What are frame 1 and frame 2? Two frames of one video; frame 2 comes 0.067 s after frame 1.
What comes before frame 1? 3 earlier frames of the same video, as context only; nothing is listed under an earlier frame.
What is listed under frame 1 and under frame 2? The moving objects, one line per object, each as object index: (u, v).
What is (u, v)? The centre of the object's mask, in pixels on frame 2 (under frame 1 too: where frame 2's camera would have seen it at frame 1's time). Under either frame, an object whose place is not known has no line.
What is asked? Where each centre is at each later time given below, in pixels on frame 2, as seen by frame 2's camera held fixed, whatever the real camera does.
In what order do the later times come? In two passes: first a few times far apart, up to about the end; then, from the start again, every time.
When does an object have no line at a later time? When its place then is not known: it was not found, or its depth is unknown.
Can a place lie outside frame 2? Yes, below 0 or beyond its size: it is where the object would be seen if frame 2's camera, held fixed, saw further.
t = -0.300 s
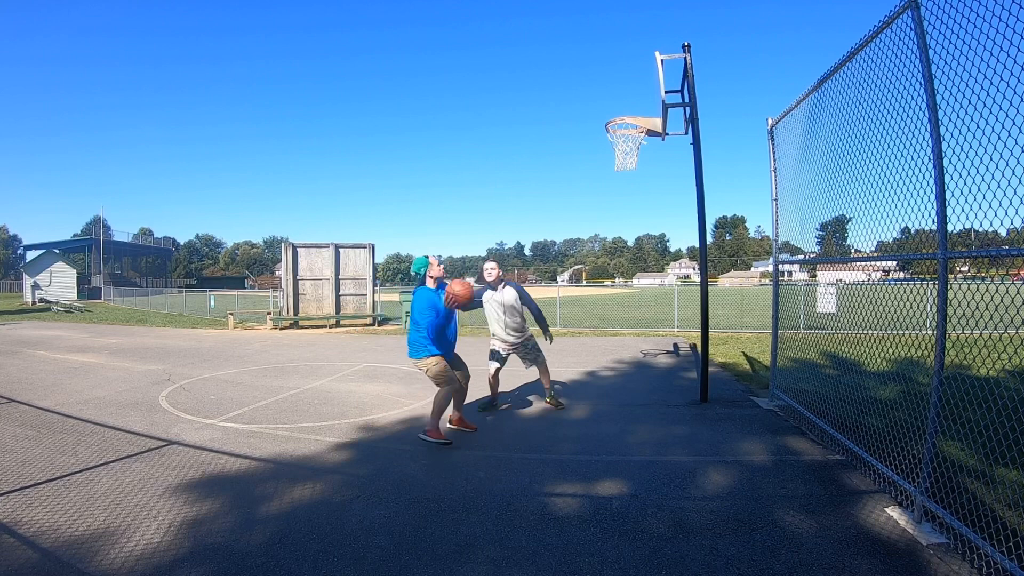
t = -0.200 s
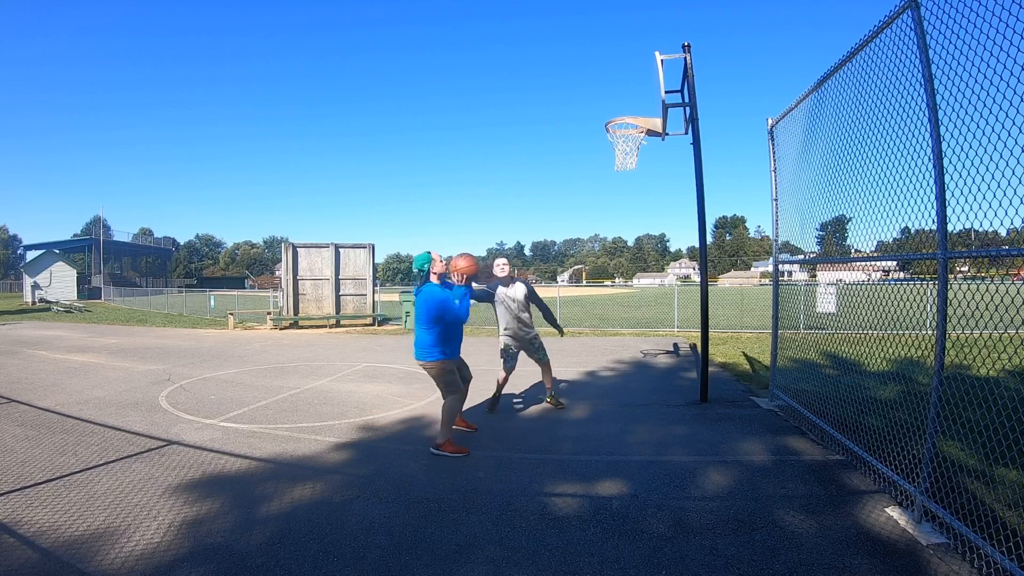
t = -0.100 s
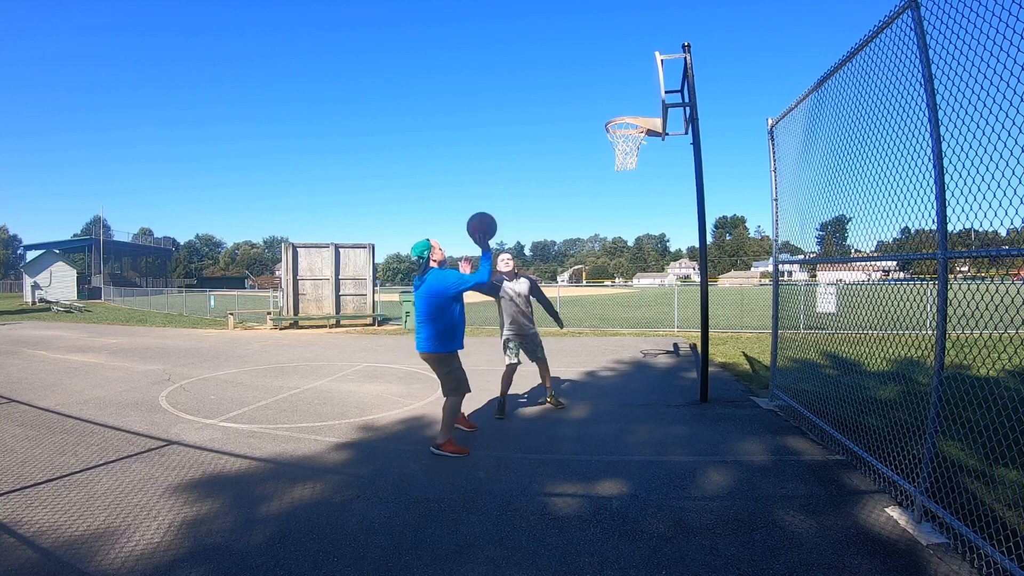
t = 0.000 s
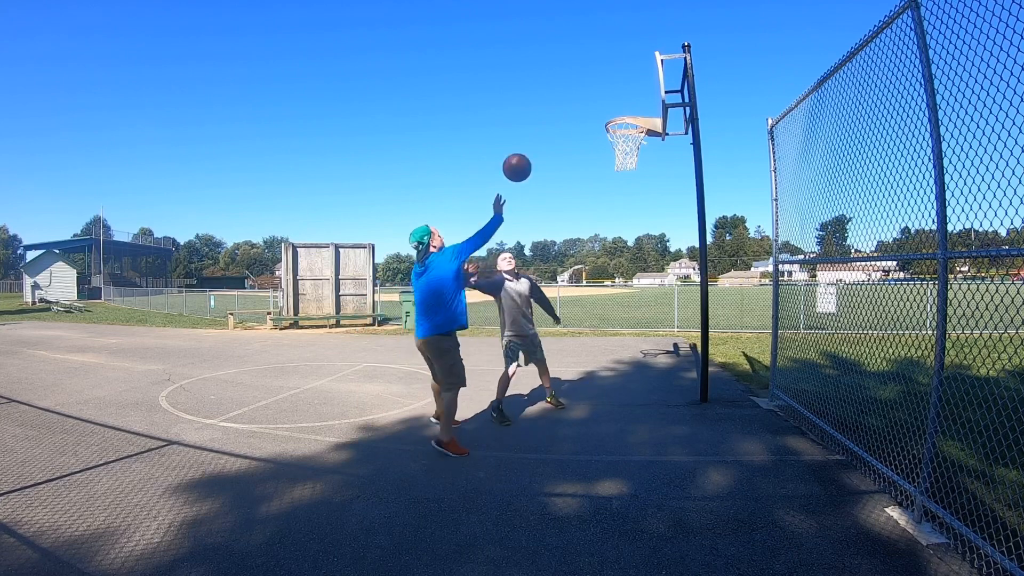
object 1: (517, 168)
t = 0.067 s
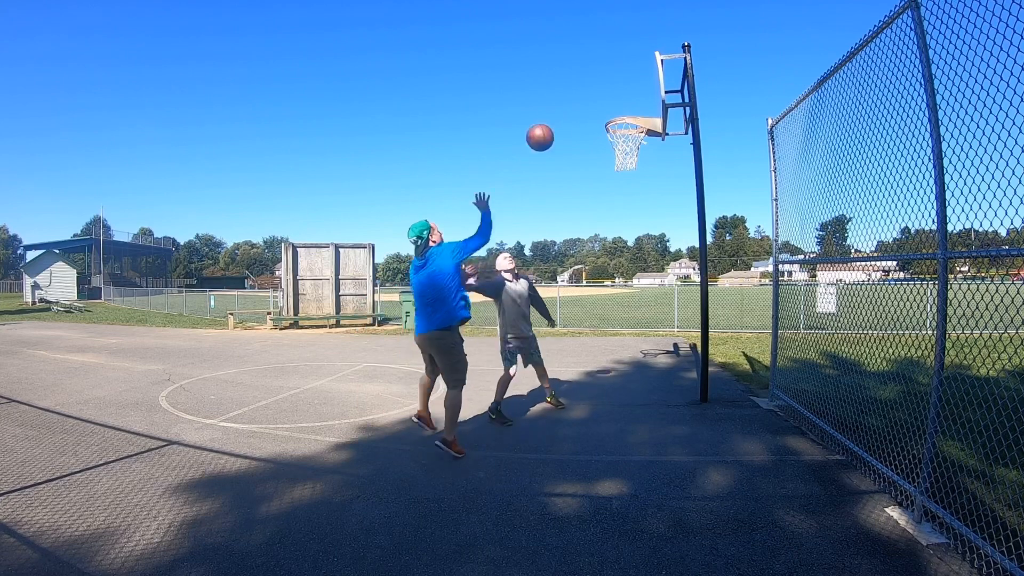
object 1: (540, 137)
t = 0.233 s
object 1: (589, 94)
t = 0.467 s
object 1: (645, 86)
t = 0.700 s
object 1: (614, 116)
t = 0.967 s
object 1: (621, 97)
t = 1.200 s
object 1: (628, 127)
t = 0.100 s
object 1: (551, 125)
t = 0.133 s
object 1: (561, 115)
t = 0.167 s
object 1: (571, 107)
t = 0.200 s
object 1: (580, 100)
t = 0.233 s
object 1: (589, 94)
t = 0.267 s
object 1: (598, 89)
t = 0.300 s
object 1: (607, 86)
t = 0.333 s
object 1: (615, 84)
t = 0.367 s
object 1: (623, 83)
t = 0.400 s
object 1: (630, 83)
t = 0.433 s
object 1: (638, 84)
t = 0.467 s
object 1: (645, 86)
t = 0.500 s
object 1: (645, 89)
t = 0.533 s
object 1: (640, 92)
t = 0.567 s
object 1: (635, 96)
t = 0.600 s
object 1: (629, 101)
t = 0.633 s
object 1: (624, 107)
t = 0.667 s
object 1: (619, 112)
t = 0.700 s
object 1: (614, 116)
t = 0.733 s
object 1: (615, 112)
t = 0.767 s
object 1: (616, 108)
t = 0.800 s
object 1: (617, 105)
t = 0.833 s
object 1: (618, 101)
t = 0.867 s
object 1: (618, 99)
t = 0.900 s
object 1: (619, 98)
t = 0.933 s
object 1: (620, 97)
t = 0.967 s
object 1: (621, 97)
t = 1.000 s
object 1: (622, 98)
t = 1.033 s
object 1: (623, 101)
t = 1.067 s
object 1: (624, 104)
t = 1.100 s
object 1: (625, 107)
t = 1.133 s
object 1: (626, 113)
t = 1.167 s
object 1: (627, 120)
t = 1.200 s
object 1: (628, 127)
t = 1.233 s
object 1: (630, 136)
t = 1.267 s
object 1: (631, 146)
